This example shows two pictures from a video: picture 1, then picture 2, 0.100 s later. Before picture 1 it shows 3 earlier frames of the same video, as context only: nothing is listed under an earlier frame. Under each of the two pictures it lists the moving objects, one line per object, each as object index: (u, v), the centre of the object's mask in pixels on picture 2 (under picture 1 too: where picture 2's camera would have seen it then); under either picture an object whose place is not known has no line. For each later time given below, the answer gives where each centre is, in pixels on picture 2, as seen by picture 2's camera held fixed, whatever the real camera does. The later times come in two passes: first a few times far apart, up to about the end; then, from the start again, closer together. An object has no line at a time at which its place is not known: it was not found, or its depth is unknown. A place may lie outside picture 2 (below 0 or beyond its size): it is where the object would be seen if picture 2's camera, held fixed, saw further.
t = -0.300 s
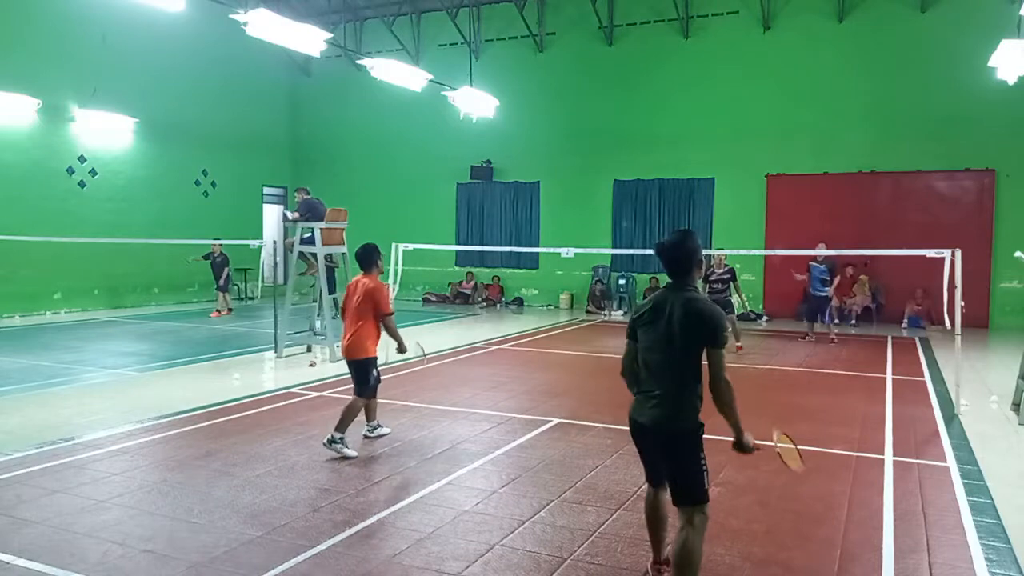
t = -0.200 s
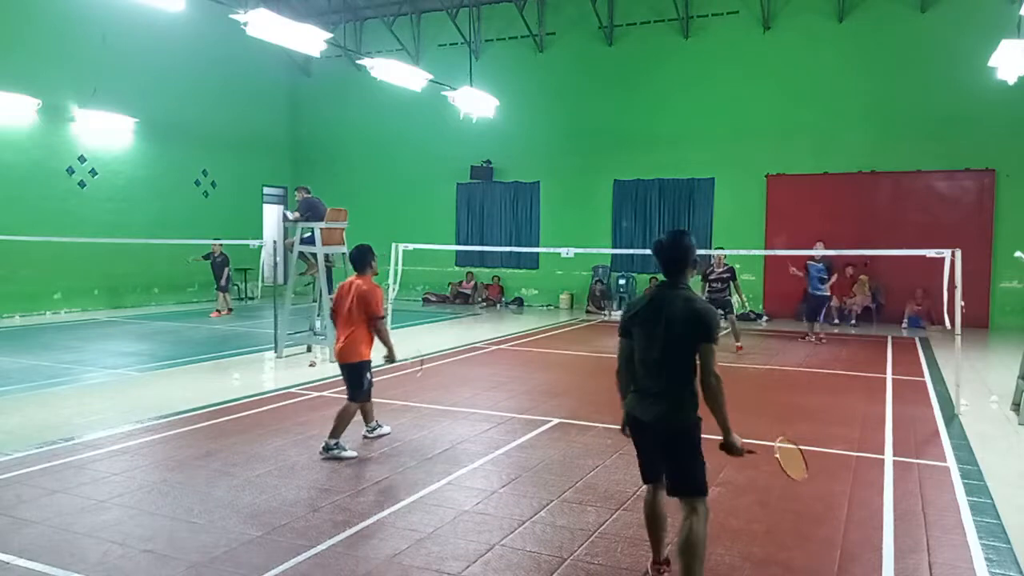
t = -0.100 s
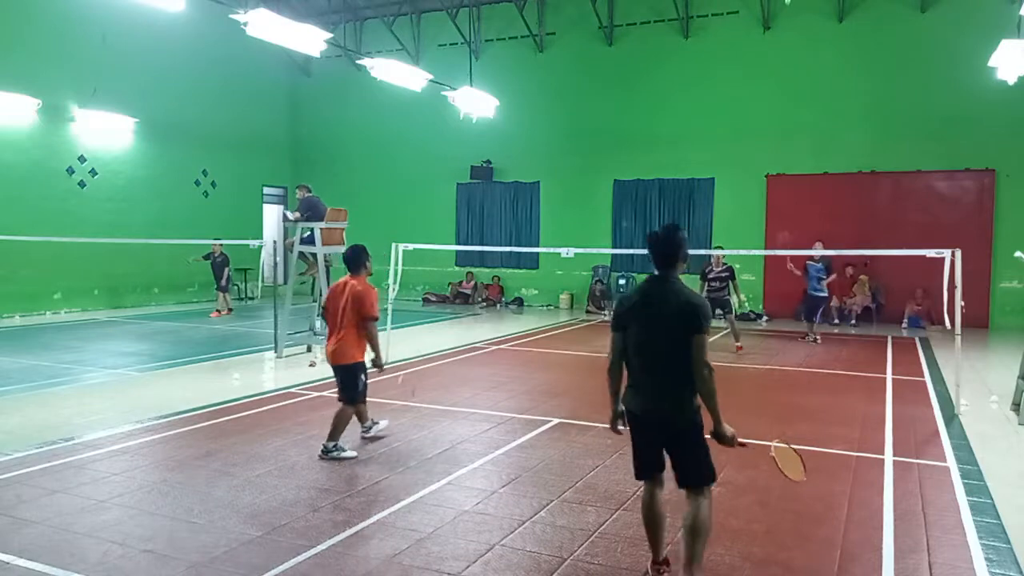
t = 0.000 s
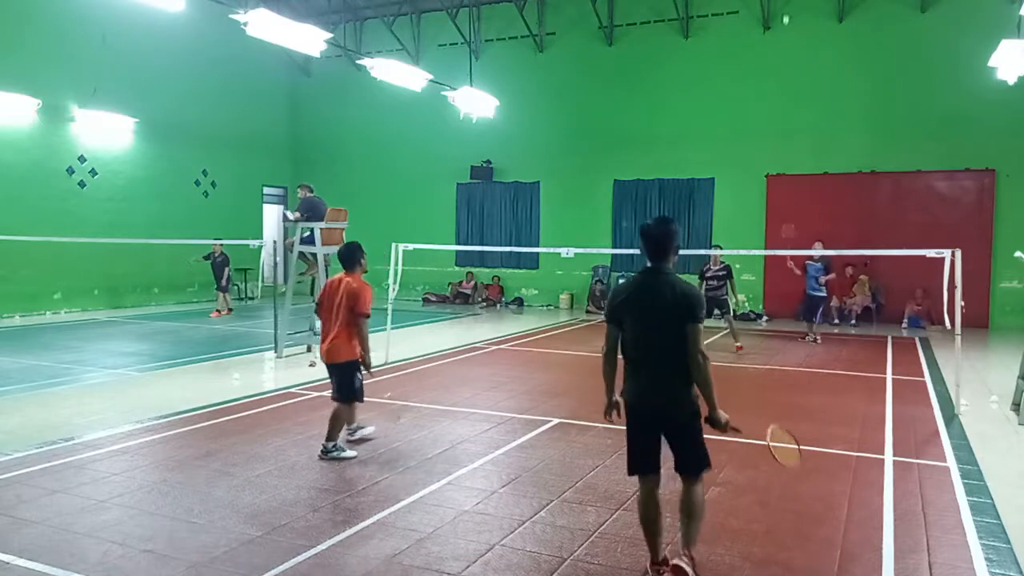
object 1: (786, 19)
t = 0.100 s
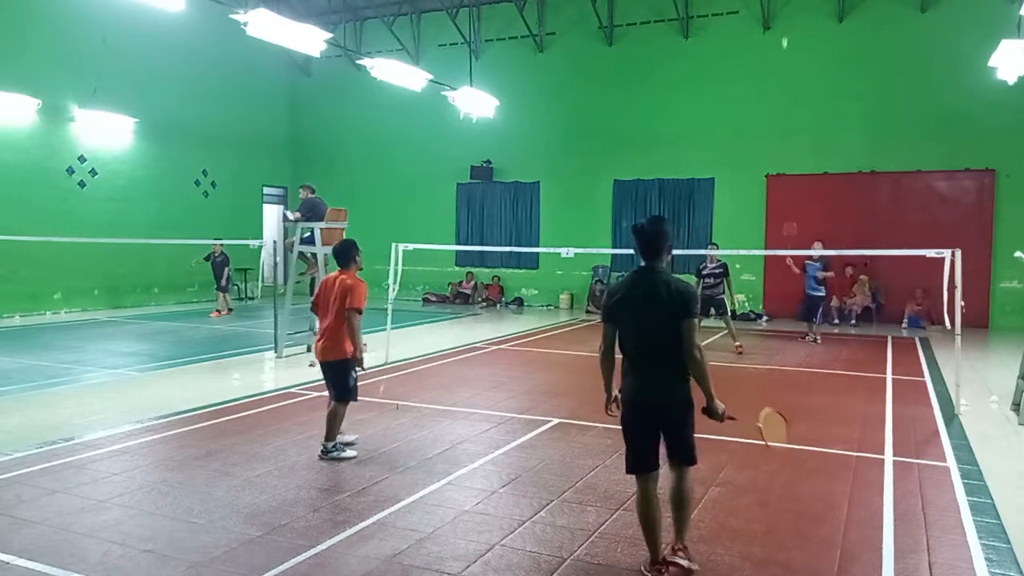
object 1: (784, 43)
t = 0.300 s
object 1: (782, 95)
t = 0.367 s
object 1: (781, 115)
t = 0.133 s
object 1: (784, 50)
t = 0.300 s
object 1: (782, 95)
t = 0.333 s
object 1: (781, 105)
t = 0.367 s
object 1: (781, 115)
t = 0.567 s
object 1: (779, 176)
